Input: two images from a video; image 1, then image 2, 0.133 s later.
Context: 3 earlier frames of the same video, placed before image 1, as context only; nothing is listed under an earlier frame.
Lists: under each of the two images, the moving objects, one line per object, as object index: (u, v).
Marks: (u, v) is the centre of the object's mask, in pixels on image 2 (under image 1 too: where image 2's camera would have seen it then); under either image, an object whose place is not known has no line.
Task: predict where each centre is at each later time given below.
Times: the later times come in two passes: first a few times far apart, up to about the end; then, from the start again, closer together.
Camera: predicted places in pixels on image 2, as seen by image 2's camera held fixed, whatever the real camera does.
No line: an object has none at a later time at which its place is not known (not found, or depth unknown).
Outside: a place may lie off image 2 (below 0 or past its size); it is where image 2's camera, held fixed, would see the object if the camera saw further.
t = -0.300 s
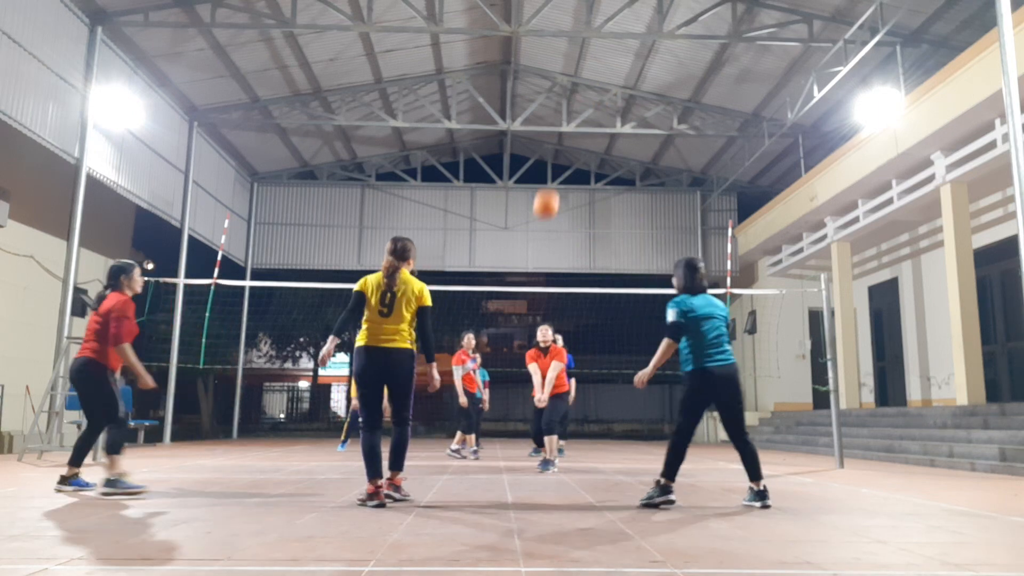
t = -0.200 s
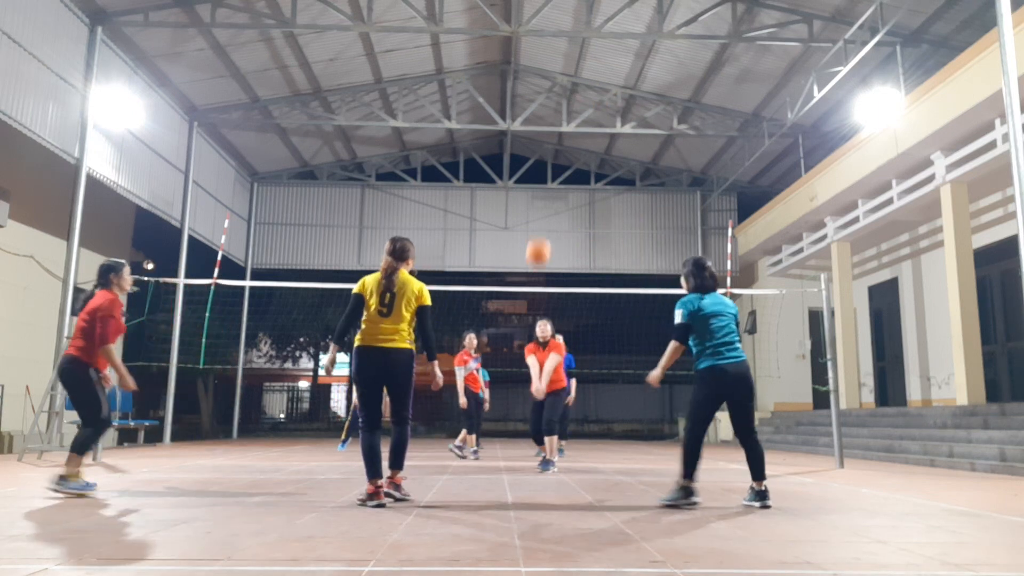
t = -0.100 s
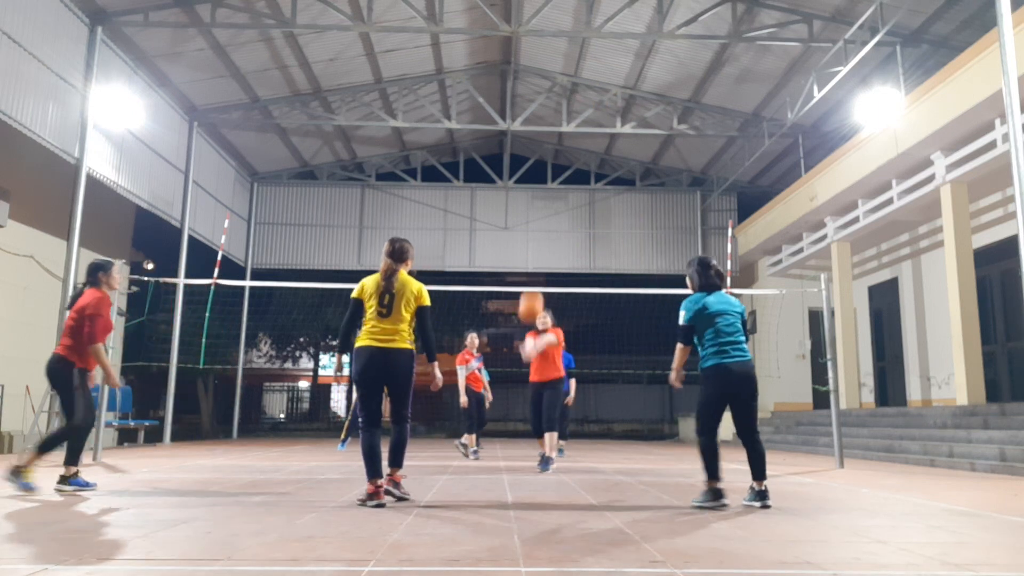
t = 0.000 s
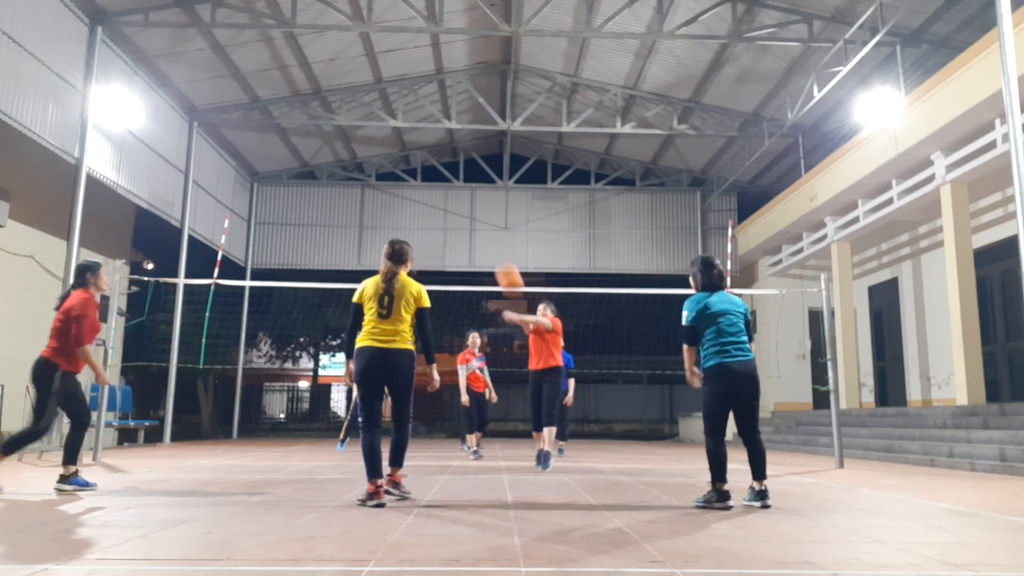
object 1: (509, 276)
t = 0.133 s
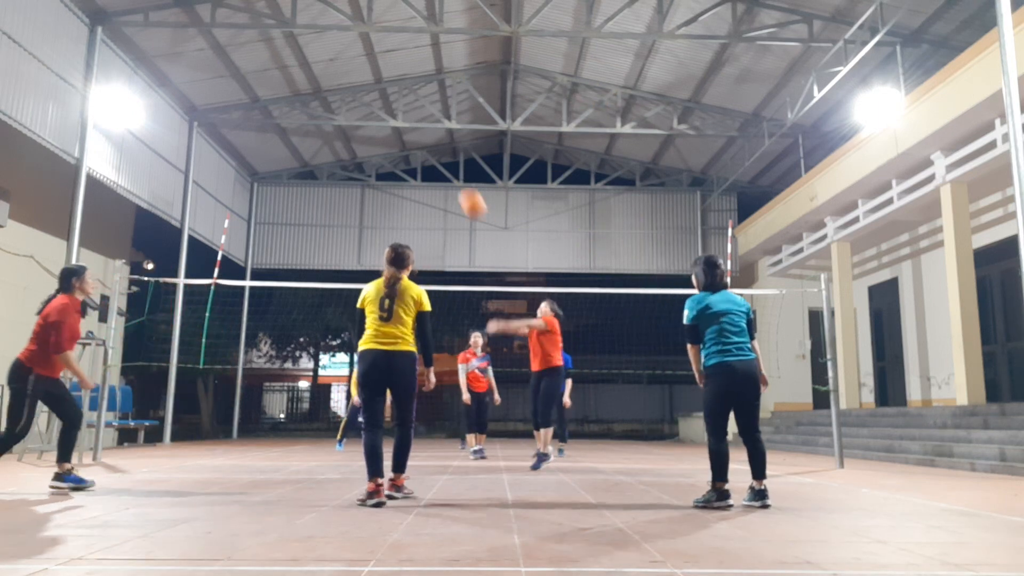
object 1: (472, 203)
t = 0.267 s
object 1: (440, 147)
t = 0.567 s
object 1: (368, 82)
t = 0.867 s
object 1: (297, 100)
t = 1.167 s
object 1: (223, 202)
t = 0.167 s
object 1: (464, 187)
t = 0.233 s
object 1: (447, 160)
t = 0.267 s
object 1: (440, 147)
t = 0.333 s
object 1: (424, 124)
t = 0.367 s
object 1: (416, 115)
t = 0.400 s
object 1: (408, 107)
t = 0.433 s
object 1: (400, 99)
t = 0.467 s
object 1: (392, 94)
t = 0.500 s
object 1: (384, 89)
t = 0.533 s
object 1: (376, 84)
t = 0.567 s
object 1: (368, 82)
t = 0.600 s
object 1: (360, 80)
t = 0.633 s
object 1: (352, 79)
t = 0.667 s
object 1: (344, 80)
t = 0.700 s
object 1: (336, 81)
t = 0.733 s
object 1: (328, 83)
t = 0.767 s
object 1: (321, 86)
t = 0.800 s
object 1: (313, 90)
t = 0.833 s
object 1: (305, 95)
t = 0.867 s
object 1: (297, 100)
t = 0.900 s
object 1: (288, 108)
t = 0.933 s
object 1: (280, 116)
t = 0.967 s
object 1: (272, 125)
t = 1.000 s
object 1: (263, 136)
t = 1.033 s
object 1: (255, 147)
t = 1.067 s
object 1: (247, 159)
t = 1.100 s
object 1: (239, 173)
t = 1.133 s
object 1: (231, 186)
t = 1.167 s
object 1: (223, 202)
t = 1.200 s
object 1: (215, 219)
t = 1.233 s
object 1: (206, 238)
